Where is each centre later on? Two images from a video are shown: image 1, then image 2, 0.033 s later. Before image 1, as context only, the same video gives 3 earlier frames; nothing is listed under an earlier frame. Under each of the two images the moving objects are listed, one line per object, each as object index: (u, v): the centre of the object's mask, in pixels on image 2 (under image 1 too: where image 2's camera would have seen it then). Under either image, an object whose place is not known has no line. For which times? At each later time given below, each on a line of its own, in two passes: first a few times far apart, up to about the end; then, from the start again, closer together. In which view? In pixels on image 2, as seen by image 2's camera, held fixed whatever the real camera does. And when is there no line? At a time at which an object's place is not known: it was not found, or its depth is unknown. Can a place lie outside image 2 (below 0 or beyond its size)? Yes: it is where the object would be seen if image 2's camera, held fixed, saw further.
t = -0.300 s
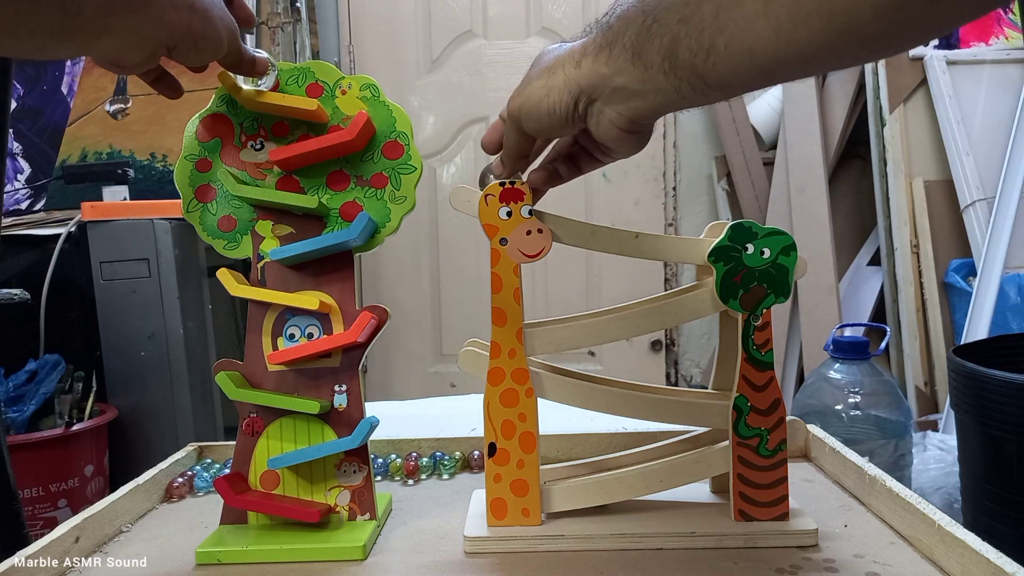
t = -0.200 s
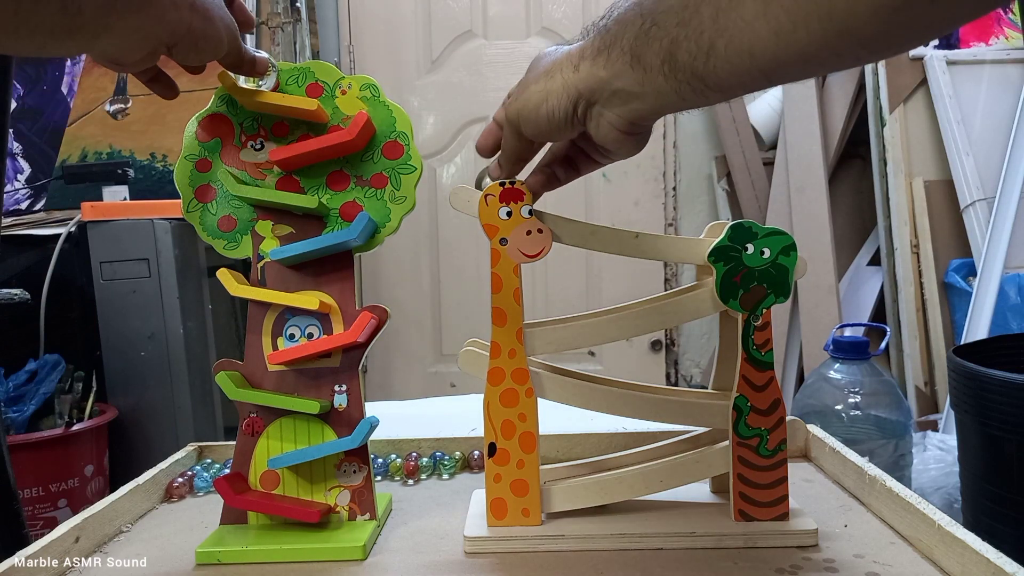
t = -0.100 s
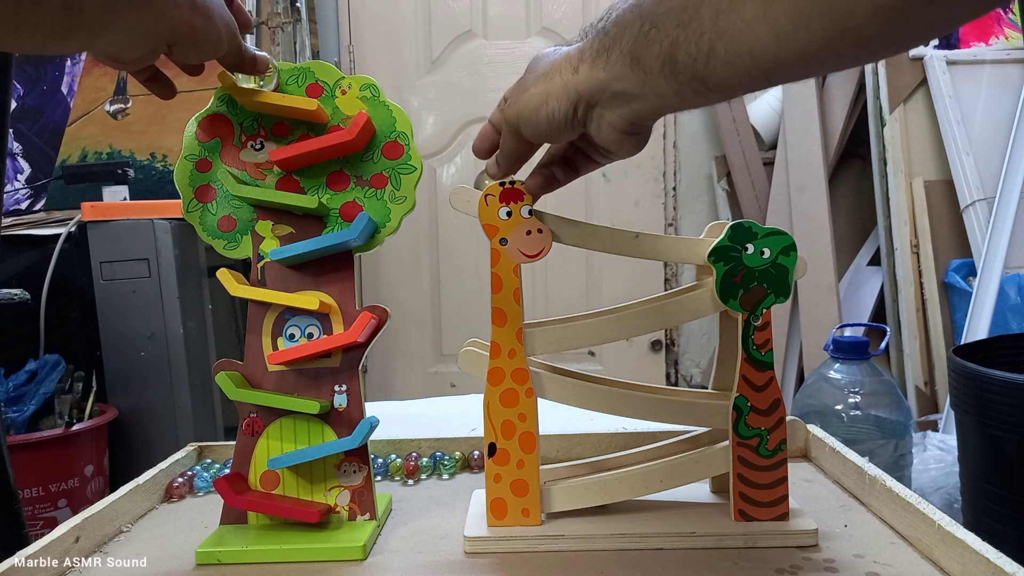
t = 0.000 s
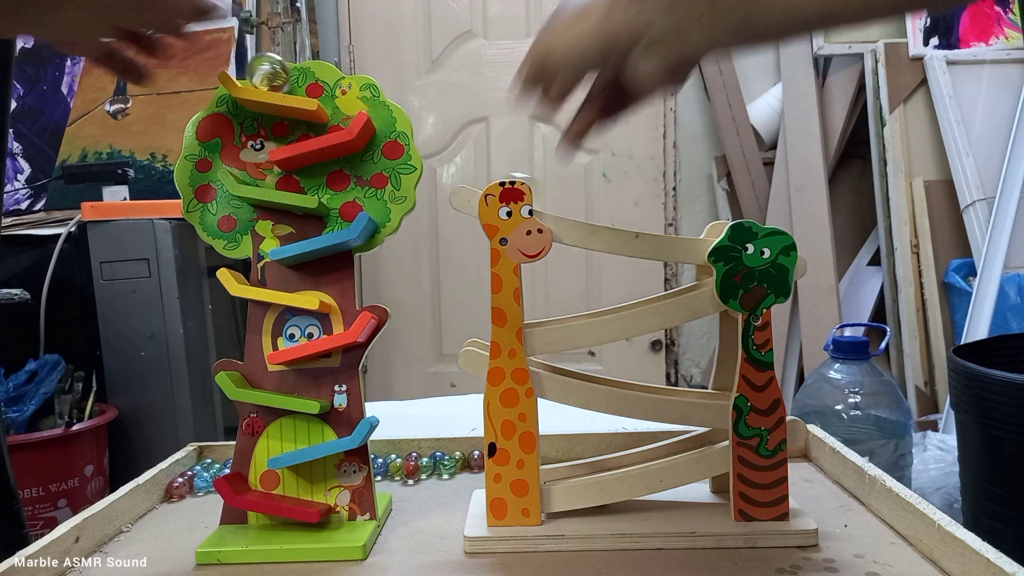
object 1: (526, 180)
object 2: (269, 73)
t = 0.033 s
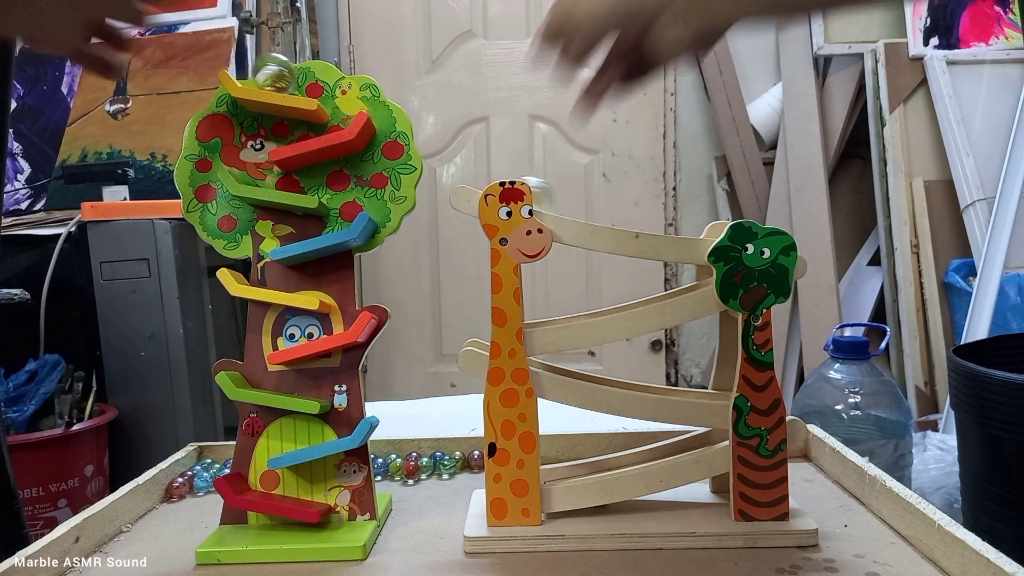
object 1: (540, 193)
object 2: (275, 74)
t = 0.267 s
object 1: (691, 221)
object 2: (343, 94)
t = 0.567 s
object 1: (834, 320)
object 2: (344, 97)
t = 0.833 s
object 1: (835, 503)
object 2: (344, 97)
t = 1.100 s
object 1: (826, 500)
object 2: (344, 97)
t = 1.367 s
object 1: (822, 498)
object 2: (343, 99)
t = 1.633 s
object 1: (822, 498)
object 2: (343, 99)
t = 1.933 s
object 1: (822, 498)
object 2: (343, 99)
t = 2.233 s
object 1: (822, 498)
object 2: (343, 99)
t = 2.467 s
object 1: (822, 498)
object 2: (343, 99)
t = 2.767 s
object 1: (822, 498)
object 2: (343, 99)
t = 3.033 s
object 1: (822, 498)
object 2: (343, 100)
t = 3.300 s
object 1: (822, 498)
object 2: (343, 100)
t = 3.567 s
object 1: (822, 498)
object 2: (343, 100)
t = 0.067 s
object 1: (551, 196)
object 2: (282, 75)
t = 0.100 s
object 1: (570, 201)
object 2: (290, 76)
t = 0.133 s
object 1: (591, 204)
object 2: (300, 77)
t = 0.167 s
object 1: (614, 212)
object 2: (310, 79)
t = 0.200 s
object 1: (640, 216)
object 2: (323, 82)
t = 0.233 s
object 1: (670, 219)
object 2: (337, 89)
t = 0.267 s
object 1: (691, 221)
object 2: (343, 94)
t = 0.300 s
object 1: (720, 220)
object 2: (344, 95)
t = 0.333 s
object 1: (729, 215)
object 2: (344, 97)
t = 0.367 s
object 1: (746, 214)
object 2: (344, 97)
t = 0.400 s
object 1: (757, 216)
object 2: (344, 97)
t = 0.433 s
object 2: (343, 97)
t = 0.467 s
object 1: (804, 246)
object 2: (344, 97)
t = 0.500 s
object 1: (812, 260)
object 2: (344, 97)
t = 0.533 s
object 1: (822, 283)
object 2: (344, 97)
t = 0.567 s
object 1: (834, 320)
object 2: (344, 97)
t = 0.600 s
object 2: (344, 97)
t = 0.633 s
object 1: (863, 452)
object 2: (344, 97)
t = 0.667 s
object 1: (836, 491)
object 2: (344, 97)
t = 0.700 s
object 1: (824, 501)
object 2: (344, 97)
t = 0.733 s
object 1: (831, 503)
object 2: (344, 98)
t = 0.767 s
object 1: (833, 503)
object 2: (344, 97)
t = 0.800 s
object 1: (834, 503)
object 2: (344, 97)
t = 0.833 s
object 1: (835, 503)
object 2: (344, 97)
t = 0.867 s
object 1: (835, 503)
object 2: (344, 97)
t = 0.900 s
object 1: (834, 502)
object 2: (344, 97)
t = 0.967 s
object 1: (833, 502)
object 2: (344, 97)
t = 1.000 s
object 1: (831, 501)
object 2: (344, 97)
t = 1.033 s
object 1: (830, 501)
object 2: (344, 97)
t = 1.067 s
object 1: (828, 500)
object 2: (344, 97)
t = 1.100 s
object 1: (826, 500)
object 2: (344, 97)
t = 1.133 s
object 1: (825, 499)
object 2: (344, 97)
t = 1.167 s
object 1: (823, 498)
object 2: (344, 97)
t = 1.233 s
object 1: (823, 498)
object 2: (344, 97)
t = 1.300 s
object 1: (822, 498)
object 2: (343, 99)
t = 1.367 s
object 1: (822, 498)
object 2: (343, 99)
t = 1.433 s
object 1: (822, 498)
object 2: (343, 99)
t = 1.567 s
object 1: (822, 498)
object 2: (343, 99)
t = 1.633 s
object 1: (822, 498)
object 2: (343, 99)
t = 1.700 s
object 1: (822, 498)
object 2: (343, 99)
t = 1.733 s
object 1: (822, 498)
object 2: (343, 99)
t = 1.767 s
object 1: (822, 498)
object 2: (343, 99)
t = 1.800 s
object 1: (822, 498)
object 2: (343, 99)
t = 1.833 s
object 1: (822, 498)
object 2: (343, 99)
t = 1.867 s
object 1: (822, 498)
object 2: (343, 99)
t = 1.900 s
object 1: (822, 498)
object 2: (343, 99)
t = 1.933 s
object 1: (822, 498)
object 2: (343, 99)
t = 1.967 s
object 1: (822, 498)
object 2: (343, 99)
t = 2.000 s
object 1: (822, 498)
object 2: (343, 99)
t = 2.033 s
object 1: (822, 498)
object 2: (343, 99)
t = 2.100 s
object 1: (822, 498)
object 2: (343, 99)
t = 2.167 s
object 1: (822, 498)
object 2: (343, 99)
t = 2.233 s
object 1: (822, 498)
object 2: (343, 99)
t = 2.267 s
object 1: (822, 498)
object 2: (343, 99)
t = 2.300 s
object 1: (822, 498)
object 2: (343, 99)
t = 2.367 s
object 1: (822, 498)
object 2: (343, 99)
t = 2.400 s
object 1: (822, 498)
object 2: (343, 99)
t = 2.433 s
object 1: (822, 498)
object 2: (343, 99)
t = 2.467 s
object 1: (822, 498)
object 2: (343, 99)
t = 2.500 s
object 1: (822, 498)
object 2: (343, 99)
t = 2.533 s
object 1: (822, 498)
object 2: (343, 99)
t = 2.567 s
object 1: (822, 498)
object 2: (343, 99)
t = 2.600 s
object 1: (822, 498)
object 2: (343, 99)
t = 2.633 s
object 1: (822, 498)
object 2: (343, 99)
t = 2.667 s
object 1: (822, 498)
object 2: (343, 99)
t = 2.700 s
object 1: (822, 498)
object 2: (343, 99)
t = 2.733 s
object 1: (822, 498)
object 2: (343, 99)
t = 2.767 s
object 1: (822, 498)
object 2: (343, 99)
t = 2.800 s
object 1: (822, 498)
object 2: (343, 99)
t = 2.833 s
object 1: (822, 498)
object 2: (343, 99)
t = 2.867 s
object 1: (822, 498)
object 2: (343, 99)
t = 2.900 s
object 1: (822, 498)
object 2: (343, 100)
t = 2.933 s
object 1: (822, 498)
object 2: (343, 100)
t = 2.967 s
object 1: (822, 498)
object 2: (343, 100)
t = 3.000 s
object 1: (822, 498)
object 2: (343, 100)
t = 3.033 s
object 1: (822, 498)
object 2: (343, 100)
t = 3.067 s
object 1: (822, 498)
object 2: (343, 100)
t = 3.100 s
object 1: (822, 498)
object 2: (343, 100)
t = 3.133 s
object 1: (822, 498)
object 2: (343, 100)
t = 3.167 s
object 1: (822, 498)
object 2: (343, 100)
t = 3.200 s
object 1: (822, 498)
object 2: (343, 100)
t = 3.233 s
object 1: (822, 498)
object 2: (343, 100)
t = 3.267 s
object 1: (822, 498)
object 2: (343, 100)
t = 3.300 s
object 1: (822, 498)
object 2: (343, 100)
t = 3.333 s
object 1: (822, 498)
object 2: (343, 100)
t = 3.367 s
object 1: (822, 498)
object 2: (343, 100)
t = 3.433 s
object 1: (822, 498)
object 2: (343, 100)
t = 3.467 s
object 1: (822, 498)
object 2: (343, 100)
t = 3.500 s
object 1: (822, 498)
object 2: (343, 100)
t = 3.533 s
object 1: (822, 498)
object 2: (343, 99)
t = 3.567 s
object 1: (822, 498)
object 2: (343, 100)
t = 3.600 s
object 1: (822, 498)
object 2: (343, 100)
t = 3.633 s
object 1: (822, 498)
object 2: (343, 100)
